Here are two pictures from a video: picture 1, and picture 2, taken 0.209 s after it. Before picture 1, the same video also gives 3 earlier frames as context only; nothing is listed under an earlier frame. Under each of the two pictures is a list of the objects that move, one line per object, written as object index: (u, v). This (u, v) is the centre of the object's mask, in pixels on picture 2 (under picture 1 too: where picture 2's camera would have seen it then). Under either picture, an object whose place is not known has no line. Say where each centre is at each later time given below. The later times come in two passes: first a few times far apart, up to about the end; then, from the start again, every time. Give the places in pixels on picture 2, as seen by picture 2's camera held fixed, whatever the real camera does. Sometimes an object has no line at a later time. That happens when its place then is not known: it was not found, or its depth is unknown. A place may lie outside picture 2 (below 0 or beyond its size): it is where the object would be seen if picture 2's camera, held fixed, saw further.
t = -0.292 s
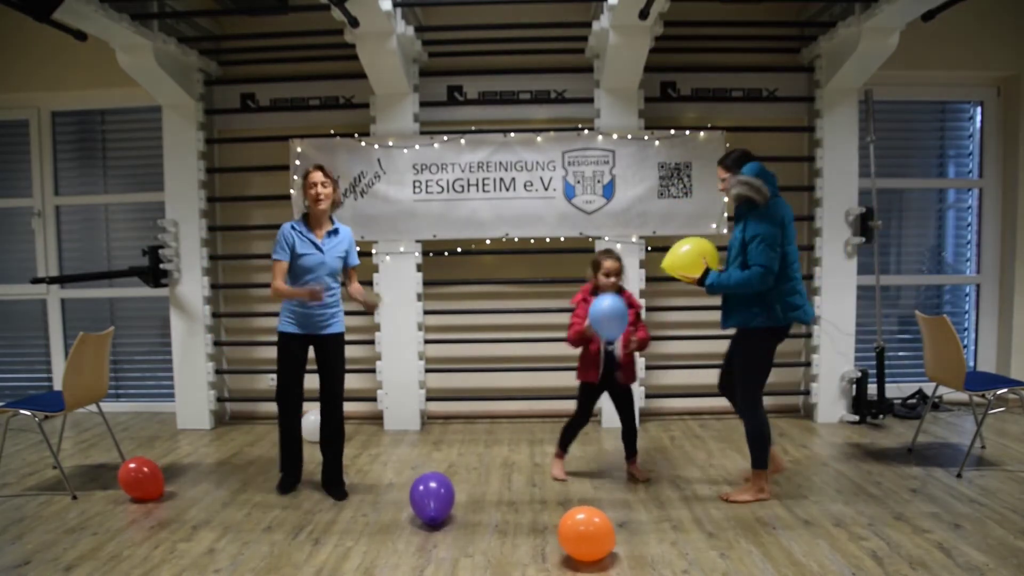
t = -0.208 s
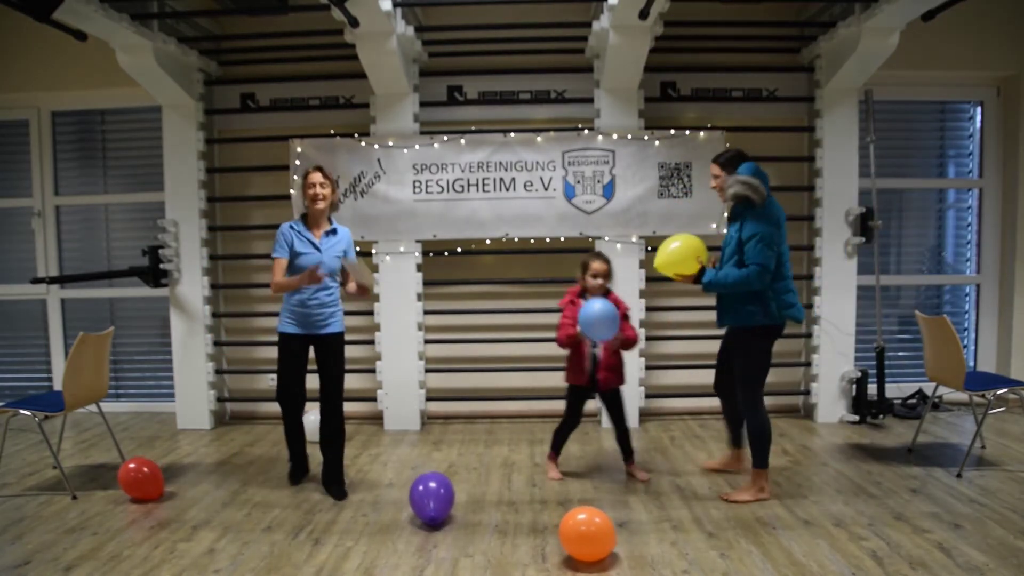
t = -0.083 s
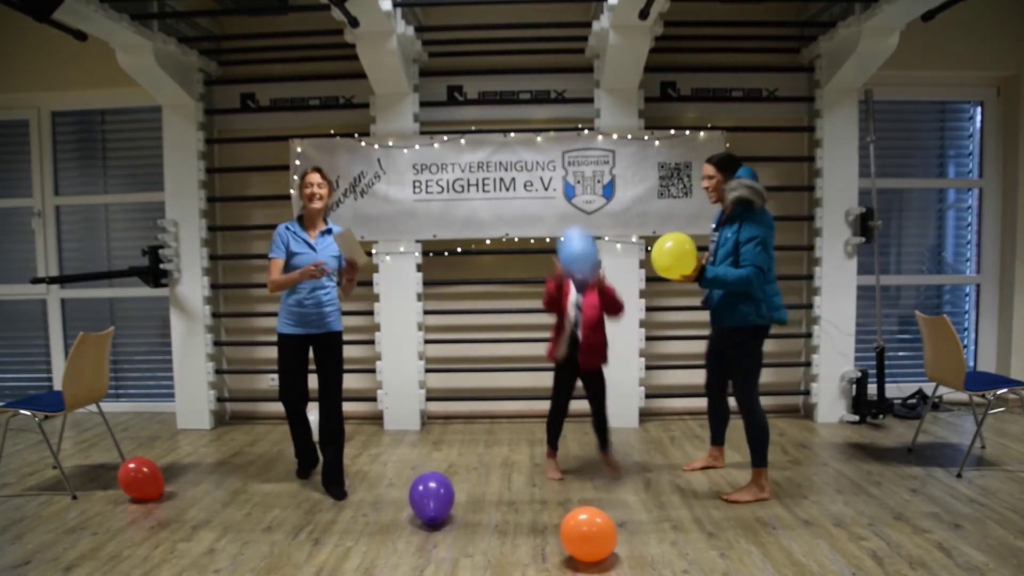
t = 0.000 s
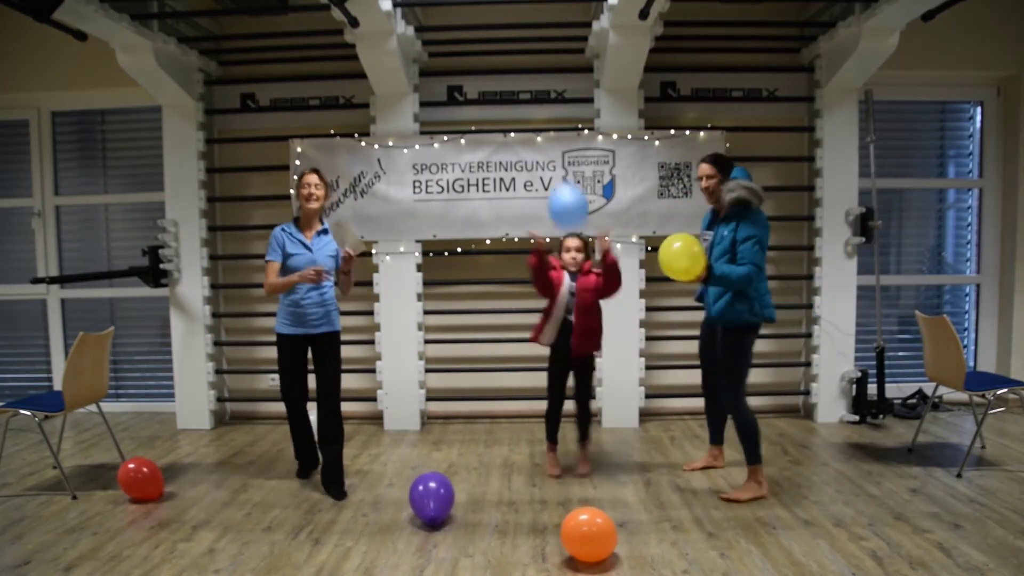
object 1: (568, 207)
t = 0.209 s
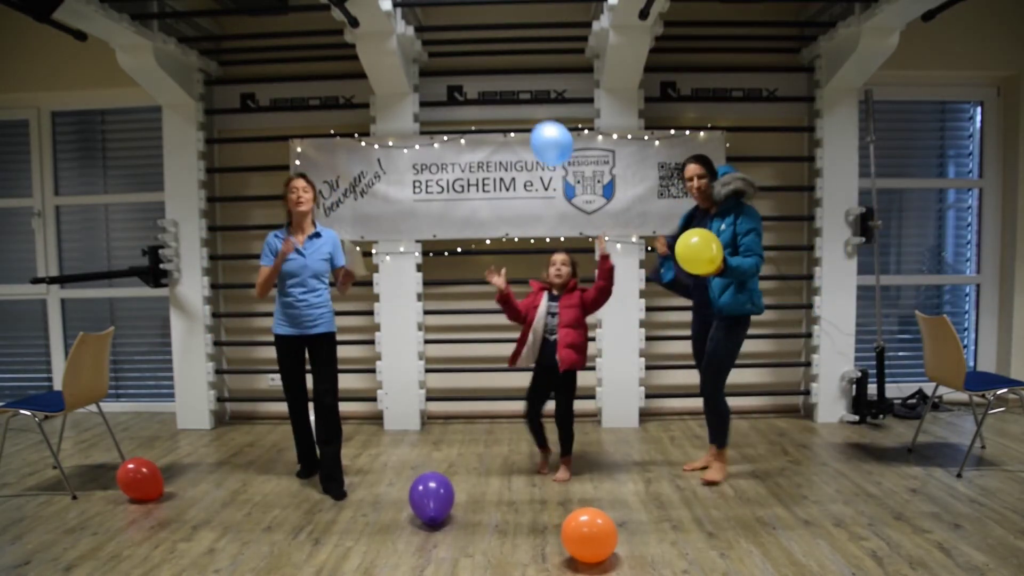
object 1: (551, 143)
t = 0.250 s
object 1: (548, 136)
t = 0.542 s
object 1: (533, 122)
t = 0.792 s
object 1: (527, 146)
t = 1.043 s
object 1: (527, 200)
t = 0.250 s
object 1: (548, 136)
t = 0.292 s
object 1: (546, 131)
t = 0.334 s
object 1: (543, 127)
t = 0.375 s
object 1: (541, 124)
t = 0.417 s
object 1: (538, 122)
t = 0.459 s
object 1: (536, 121)
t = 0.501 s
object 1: (535, 120)
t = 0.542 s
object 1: (533, 122)
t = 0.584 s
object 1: (532, 123)
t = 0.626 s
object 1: (530, 126)
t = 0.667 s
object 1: (529, 129)
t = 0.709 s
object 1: (528, 133)
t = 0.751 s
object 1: (528, 139)
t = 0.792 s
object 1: (527, 146)
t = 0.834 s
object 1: (527, 153)
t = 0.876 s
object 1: (526, 161)
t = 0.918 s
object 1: (526, 170)
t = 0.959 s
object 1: (527, 180)
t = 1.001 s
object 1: (527, 190)
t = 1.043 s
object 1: (527, 200)
